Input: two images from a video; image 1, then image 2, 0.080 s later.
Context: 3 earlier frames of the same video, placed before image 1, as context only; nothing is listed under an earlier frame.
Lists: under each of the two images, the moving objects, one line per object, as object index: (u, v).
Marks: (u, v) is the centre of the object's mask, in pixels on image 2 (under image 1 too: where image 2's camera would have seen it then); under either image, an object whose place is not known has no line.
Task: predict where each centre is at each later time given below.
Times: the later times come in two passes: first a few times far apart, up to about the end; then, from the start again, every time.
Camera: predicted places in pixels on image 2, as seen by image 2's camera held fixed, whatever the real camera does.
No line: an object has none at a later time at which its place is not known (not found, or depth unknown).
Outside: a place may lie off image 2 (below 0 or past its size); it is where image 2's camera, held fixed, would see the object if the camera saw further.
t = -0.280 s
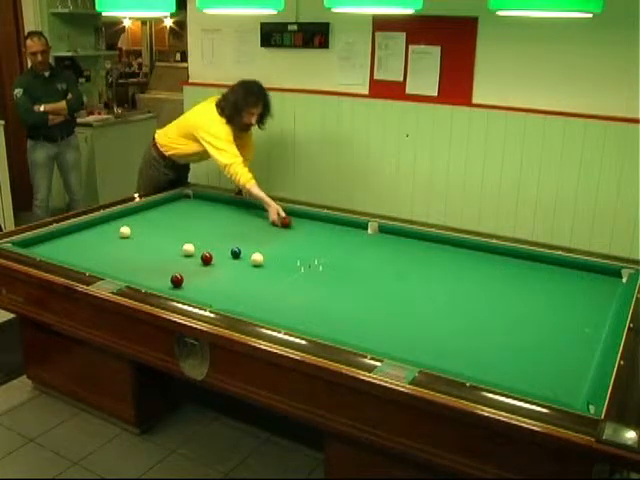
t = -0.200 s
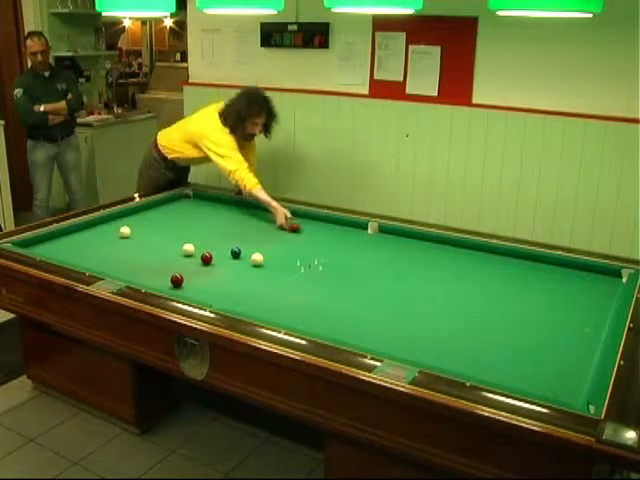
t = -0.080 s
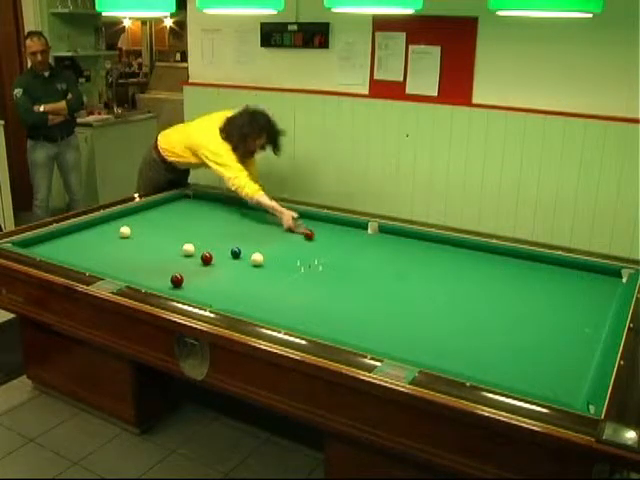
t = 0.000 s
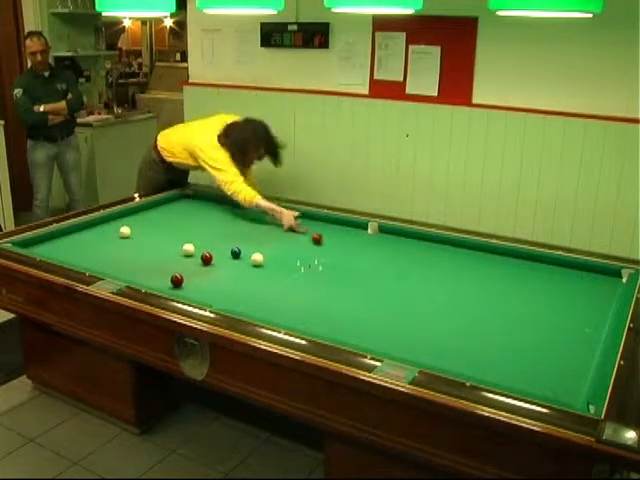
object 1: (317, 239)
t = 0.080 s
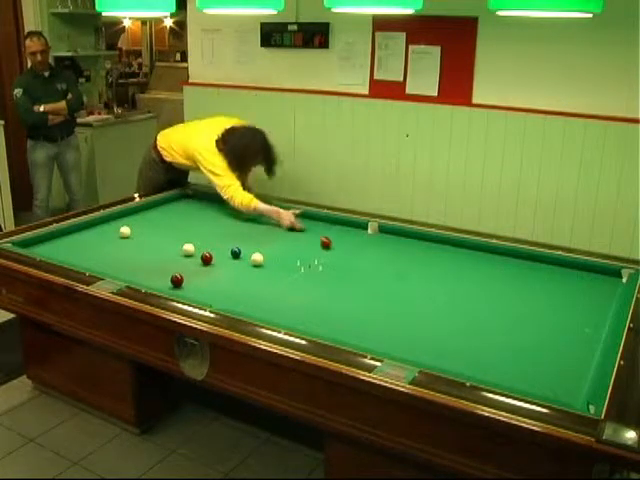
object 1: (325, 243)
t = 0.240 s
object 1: (344, 252)
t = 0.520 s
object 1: (379, 270)
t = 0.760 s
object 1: (413, 287)
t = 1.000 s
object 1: (451, 306)
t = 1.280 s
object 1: (502, 332)
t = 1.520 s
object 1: (552, 358)
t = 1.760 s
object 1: (570, 375)
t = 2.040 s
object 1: (523, 374)
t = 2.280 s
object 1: (484, 372)
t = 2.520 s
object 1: (450, 366)
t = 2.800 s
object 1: (422, 357)
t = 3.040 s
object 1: (401, 347)
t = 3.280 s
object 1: (382, 338)
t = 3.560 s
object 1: (363, 327)
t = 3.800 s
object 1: (348, 319)
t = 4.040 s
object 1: (333, 312)
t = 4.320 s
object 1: (318, 303)
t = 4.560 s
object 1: (306, 297)
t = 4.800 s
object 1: (295, 291)
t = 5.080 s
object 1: (282, 284)
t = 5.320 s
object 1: (273, 280)
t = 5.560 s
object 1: (265, 275)
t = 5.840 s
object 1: (255, 270)
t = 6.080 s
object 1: (248, 267)
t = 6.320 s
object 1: (242, 263)
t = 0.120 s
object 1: (330, 245)
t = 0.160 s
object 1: (334, 247)
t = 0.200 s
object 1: (339, 250)
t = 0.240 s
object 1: (344, 252)
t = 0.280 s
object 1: (348, 254)
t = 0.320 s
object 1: (353, 257)
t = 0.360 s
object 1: (358, 259)
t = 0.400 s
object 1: (364, 262)
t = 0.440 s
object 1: (368, 264)
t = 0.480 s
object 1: (374, 267)
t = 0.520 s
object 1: (379, 270)
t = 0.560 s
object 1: (384, 272)
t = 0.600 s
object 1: (390, 275)
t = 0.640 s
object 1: (396, 278)
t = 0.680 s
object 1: (401, 281)
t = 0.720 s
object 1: (407, 284)
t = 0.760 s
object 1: (413, 287)
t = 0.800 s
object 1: (419, 290)
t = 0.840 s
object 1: (425, 293)
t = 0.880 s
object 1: (432, 297)
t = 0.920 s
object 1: (438, 299)
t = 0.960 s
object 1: (445, 303)
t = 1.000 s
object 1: (451, 306)
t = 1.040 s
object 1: (458, 310)
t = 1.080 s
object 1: (465, 313)
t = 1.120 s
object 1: (472, 317)
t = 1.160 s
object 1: (479, 320)
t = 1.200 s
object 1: (487, 326)
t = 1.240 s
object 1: (495, 329)
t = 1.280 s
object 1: (502, 332)
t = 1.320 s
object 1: (510, 336)
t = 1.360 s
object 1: (518, 340)
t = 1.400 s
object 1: (527, 345)
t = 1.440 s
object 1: (535, 349)
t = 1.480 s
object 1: (543, 353)
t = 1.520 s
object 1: (552, 358)
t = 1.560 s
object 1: (561, 362)
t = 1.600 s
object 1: (570, 367)
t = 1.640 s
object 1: (580, 372)
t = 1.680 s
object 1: (585, 374)
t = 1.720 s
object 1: (578, 375)
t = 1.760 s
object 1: (570, 375)
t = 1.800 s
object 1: (563, 375)
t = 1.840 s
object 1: (557, 375)
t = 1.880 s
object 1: (550, 375)
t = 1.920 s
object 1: (543, 375)
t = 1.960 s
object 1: (537, 374)
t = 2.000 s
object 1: (530, 374)
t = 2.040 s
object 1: (523, 374)
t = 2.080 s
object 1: (517, 374)
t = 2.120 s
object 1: (510, 374)
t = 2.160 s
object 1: (503, 374)
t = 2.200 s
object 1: (497, 373)
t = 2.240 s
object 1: (490, 373)
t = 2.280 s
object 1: (484, 372)
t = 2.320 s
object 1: (477, 371)
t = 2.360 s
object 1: (472, 370)
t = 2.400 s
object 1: (465, 370)
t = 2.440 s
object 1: (459, 369)
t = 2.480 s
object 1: (454, 368)
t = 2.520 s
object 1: (450, 366)
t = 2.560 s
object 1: (443, 364)
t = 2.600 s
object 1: (441, 363)
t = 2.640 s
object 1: (437, 362)
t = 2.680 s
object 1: (433, 360)
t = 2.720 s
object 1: (429, 358)
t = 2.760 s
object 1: (425, 358)
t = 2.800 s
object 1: (422, 357)
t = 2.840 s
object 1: (418, 354)
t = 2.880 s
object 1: (415, 353)
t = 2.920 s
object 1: (411, 352)
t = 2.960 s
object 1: (408, 350)
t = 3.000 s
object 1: (405, 349)
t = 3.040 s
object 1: (401, 347)
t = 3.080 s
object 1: (398, 346)
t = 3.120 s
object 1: (395, 344)
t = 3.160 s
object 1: (392, 342)
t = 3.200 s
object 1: (389, 341)
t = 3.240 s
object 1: (386, 340)
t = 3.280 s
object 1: (382, 338)
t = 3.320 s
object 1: (379, 336)
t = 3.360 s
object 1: (377, 335)
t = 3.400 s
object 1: (374, 333)
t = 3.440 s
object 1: (371, 332)
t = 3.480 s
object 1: (368, 330)
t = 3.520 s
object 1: (366, 329)
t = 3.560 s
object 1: (363, 327)
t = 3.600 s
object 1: (360, 326)
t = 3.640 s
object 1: (358, 326)
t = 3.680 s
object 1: (355, 324)
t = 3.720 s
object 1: (353, 322)
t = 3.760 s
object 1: (350, 321)
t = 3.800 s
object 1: (348, 319)
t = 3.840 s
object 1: (345, 318)
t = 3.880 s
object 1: (343, 317)
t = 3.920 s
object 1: (340, 316)
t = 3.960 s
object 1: (338, 314)
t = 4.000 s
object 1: (335, 313)
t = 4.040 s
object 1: (333, 312)
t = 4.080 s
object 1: (331, 310)
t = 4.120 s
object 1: (329, 309)
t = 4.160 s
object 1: (326, 308)
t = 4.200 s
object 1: (324, 307)
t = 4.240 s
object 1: (322, 305)
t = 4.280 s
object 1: (320, 305)
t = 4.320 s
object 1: (318, 303)
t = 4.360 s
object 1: (315, 302)
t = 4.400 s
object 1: (313, 301)
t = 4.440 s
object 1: (312, 300)
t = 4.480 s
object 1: (310, 299)
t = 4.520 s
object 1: (308, 298)
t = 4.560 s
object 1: (306, 297)
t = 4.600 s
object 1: (304, 296)
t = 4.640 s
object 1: (302, 295)
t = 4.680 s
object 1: (300, 294)
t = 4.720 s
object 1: (298, 294)
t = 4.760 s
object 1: (296, 292)
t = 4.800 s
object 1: (295, 291)
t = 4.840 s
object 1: (293, 290)
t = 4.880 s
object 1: (291, 289)
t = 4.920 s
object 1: (289, 288)
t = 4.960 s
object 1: (288, 287)
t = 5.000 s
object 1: (286, 286)
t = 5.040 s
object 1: (284, 286)
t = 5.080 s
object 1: (282, 284)
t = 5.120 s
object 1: (281, 284)
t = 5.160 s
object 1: (279, 283)
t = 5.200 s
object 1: (278, 282)
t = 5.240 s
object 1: (277, 281)
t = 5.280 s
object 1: (275, 281)
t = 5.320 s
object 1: (273, 280)
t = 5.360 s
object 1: (272, 279)
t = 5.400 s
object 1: (270, 278)
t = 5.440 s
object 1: (269, 278)
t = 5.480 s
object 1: (268, 277)
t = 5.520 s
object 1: (266, 276)
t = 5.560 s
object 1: (265, 275)
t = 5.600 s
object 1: (263, 275)
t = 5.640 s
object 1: (262, 273)
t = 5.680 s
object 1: (261, 273)
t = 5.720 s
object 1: (260, 272)
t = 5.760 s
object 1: (258, 271)
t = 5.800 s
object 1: (257, 271)
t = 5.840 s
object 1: (255, 270)
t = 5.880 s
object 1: (254, 269)
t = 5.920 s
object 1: (253, 269)
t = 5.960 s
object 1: (252, 269)
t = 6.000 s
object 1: (250, 268)
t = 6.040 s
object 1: (249, 267)
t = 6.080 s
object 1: (248, 267)
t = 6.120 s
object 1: (247, 266)
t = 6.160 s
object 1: (246, 265)
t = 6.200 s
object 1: (245, 264)
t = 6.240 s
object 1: (244, 264)
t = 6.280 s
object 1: (242, 263)
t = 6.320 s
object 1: (242, 263)
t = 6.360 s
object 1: (240, 262)
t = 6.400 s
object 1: (239, 262)
